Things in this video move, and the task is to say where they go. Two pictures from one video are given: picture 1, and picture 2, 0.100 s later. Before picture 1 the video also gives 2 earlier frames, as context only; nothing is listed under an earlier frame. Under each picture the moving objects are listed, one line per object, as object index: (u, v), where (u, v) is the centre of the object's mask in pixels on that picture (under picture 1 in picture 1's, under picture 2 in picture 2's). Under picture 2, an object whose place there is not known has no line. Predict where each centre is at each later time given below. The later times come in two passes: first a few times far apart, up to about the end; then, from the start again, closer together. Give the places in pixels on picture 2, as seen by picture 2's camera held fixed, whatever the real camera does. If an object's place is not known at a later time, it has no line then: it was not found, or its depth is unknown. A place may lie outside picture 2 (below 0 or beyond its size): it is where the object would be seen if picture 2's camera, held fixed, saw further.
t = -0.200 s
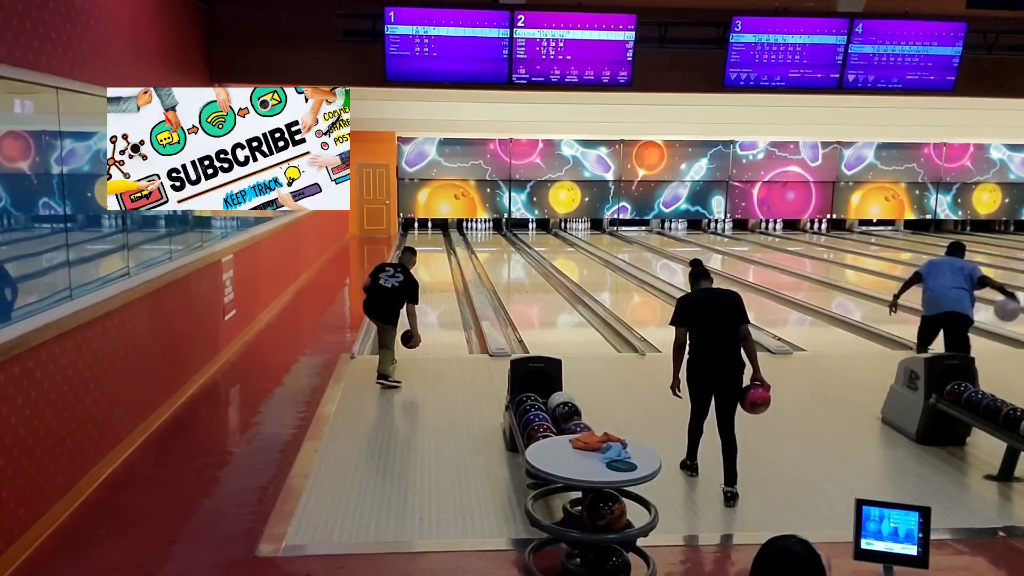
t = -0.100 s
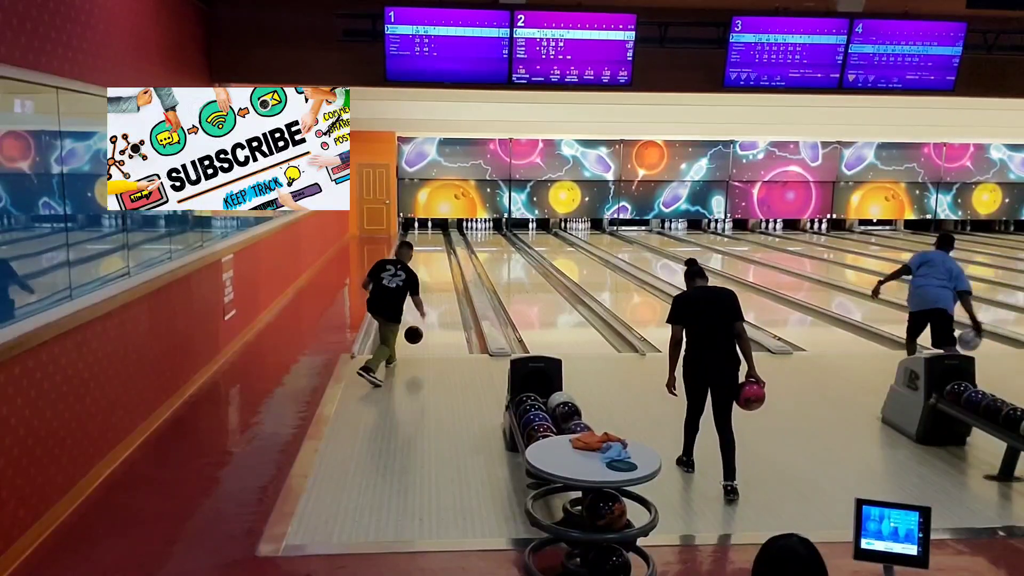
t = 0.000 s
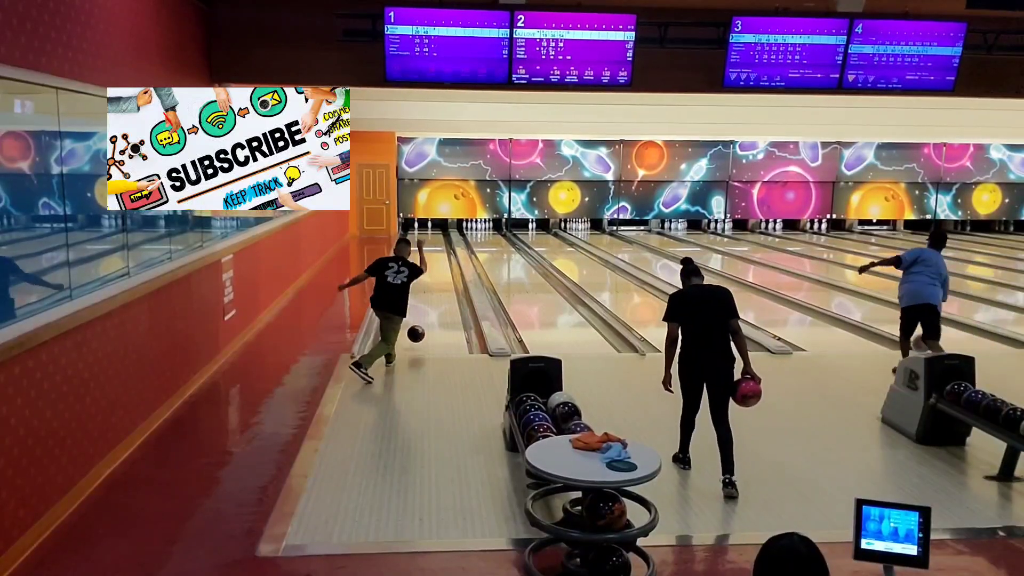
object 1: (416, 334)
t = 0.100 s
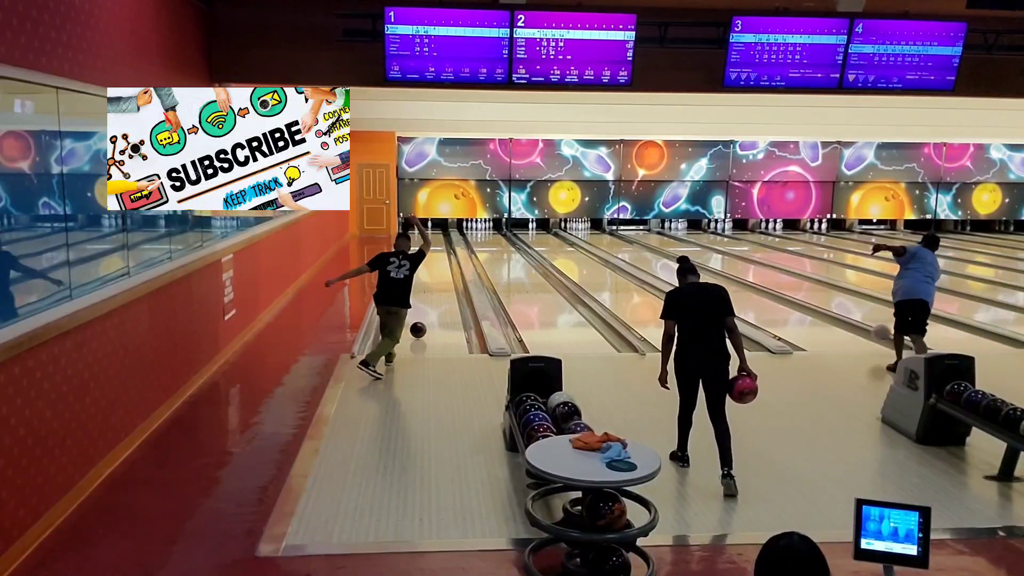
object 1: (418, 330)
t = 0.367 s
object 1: (423, 309)
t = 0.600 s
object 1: (426, 294)
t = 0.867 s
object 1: (427, 280)
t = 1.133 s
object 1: (429, 270)
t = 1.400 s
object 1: (430, 261)
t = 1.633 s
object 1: (430, 254)
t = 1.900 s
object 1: (431, 247)
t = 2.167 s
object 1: (431, 242)
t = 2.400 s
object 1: (431, 237)
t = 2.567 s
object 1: (431, 234)
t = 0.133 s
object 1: (419, 327)
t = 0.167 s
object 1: (419, 324)
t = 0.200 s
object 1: (420, 321)
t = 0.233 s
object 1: (420, 319)
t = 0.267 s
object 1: (421, 316)
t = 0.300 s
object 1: (422, 314)
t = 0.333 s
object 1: (423, 311)
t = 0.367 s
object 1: (423, 309)
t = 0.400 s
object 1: (424, 306)
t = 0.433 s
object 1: (424, 304)
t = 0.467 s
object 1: (424, 302)
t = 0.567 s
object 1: (426, 296)
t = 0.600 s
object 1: (426, 294)
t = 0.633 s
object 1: (426, 292)
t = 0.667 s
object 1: (426, 290)
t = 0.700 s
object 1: (426, 288)
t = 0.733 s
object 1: (427, 287)
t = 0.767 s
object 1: (427, 285)
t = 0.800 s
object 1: (427, 284)
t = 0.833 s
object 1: (427, 282)
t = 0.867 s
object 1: (427, 280)
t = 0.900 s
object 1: (428, 279)
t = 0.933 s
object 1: (428, 278)
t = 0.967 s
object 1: (428, 276)
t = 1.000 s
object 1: (428, 275)
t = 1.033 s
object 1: (428, 273)
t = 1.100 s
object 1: (429, 271)
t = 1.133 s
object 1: (429, 270)
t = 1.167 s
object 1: (429, 268)
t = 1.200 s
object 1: (429, 267)
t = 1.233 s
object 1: (429, 266)
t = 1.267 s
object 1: (430, 265)
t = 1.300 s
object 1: (430, 264)
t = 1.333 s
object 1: (430, 263)
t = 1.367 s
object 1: (430, 261)
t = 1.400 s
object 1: (430, 261)
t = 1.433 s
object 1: (430, 260)
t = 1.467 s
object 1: (430, 258)
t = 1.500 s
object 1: (430, 257)
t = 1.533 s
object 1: (430, 256)
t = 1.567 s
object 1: (430, 256)
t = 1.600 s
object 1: (430, 255)
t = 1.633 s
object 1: (430, 254)
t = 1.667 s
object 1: (431, 253)
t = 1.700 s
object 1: (431, 252)
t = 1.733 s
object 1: (431, 251)
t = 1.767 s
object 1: (431, 250)
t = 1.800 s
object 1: (431, 250)
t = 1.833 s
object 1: (431, 249)
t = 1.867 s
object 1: (431, 248)
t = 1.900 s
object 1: (431, 247)
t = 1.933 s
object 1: (431, 246)
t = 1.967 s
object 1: (431, 246)
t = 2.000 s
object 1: (431, 245)
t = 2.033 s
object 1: (431, 244)
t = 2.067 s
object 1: (431, 244)
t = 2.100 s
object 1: (431, 243)
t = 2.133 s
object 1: (431, 242)
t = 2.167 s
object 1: (431, 242)
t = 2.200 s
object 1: (431, 241)
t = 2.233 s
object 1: (431, 240)
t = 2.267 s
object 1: (431, 239)
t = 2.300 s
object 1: (431, 239)
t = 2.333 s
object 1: (431, 238)
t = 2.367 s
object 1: (431, 238)
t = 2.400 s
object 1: (431, 237)
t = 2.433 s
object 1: (431, 236)
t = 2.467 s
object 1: (431, 236)
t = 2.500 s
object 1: (430, 235)
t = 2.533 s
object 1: (431, 235)
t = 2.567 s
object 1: (431, 234)
